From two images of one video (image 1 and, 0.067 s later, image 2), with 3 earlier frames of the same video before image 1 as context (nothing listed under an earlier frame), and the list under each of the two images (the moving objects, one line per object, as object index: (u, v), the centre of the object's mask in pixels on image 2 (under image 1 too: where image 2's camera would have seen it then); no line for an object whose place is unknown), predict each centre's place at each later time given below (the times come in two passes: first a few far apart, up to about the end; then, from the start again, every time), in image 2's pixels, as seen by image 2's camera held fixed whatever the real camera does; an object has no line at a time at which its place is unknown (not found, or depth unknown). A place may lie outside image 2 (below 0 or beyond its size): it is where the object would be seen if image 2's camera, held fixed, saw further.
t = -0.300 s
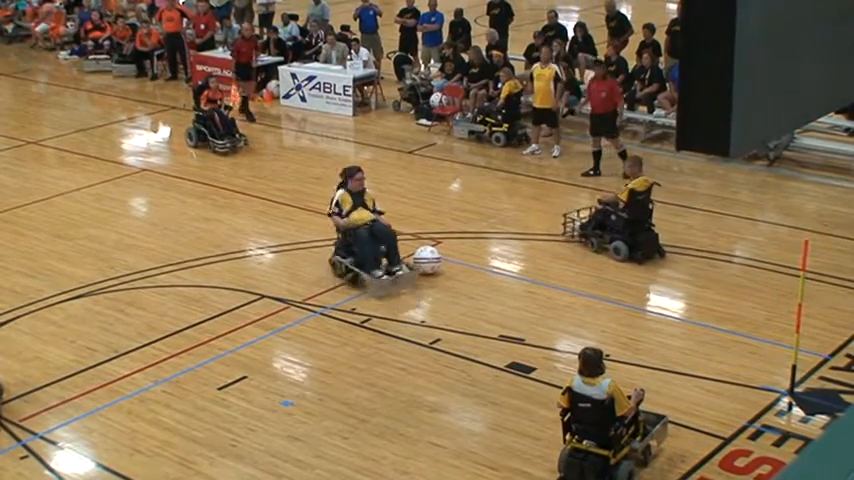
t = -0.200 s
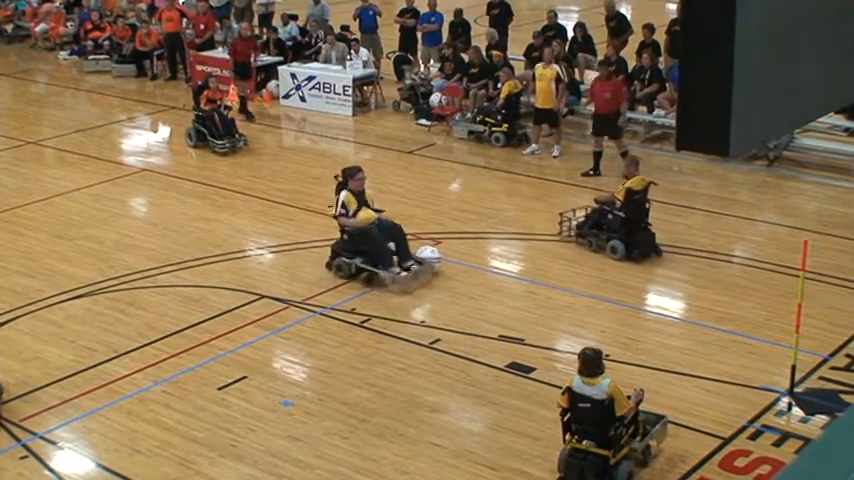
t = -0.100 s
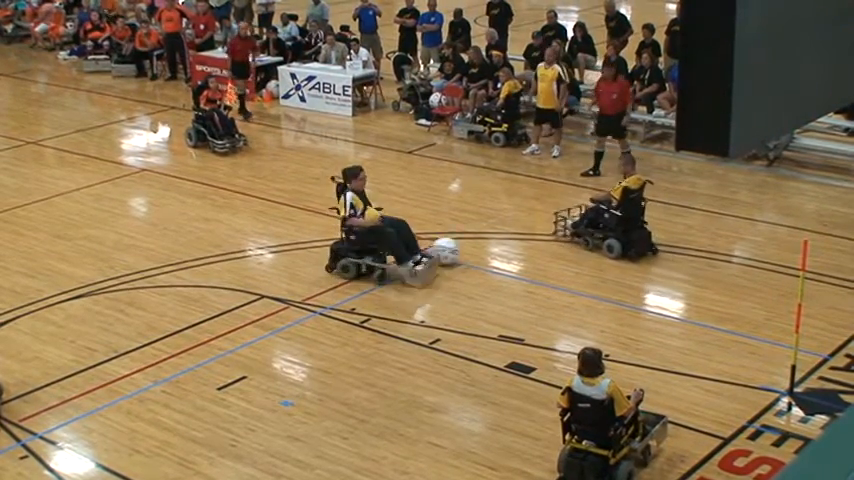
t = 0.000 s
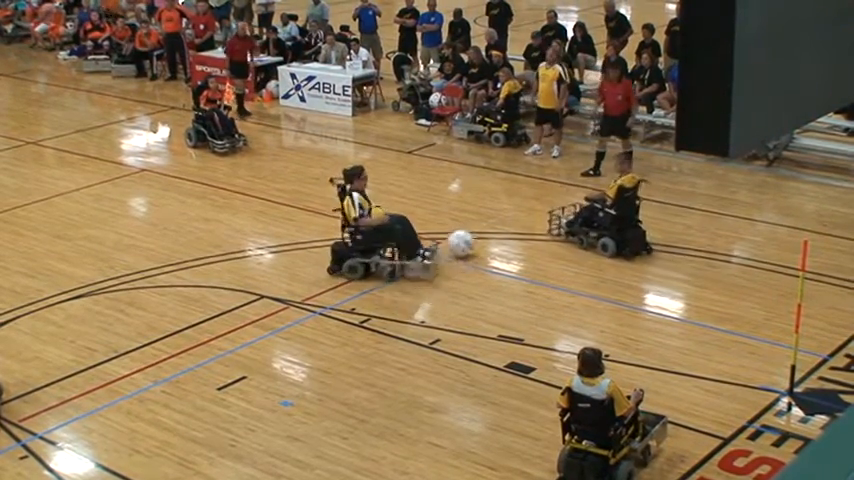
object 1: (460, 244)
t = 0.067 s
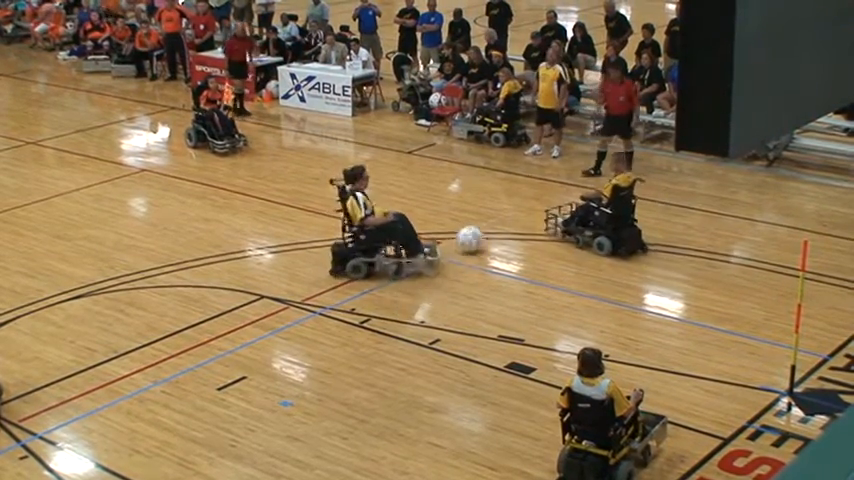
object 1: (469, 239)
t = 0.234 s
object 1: (489, 230)
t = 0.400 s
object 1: (504, 223)
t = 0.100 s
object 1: (473, 236)
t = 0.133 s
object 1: (478, 236)
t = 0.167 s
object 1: (482, 233)
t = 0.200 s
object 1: (485, 232)
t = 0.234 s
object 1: (489, 230)
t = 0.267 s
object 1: (492, 229)
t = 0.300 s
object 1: (495, 228)
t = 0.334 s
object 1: (497, 226)
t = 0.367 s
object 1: (501, 223)
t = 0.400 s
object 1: (504, 223)
